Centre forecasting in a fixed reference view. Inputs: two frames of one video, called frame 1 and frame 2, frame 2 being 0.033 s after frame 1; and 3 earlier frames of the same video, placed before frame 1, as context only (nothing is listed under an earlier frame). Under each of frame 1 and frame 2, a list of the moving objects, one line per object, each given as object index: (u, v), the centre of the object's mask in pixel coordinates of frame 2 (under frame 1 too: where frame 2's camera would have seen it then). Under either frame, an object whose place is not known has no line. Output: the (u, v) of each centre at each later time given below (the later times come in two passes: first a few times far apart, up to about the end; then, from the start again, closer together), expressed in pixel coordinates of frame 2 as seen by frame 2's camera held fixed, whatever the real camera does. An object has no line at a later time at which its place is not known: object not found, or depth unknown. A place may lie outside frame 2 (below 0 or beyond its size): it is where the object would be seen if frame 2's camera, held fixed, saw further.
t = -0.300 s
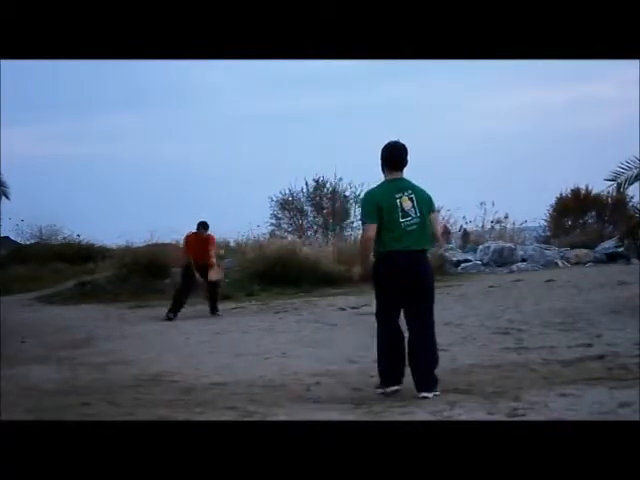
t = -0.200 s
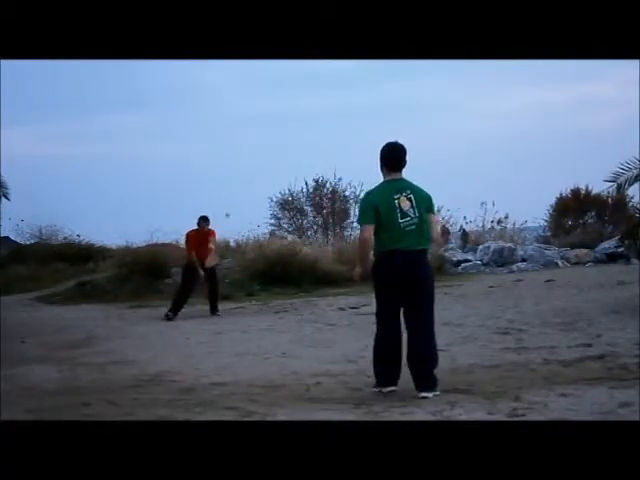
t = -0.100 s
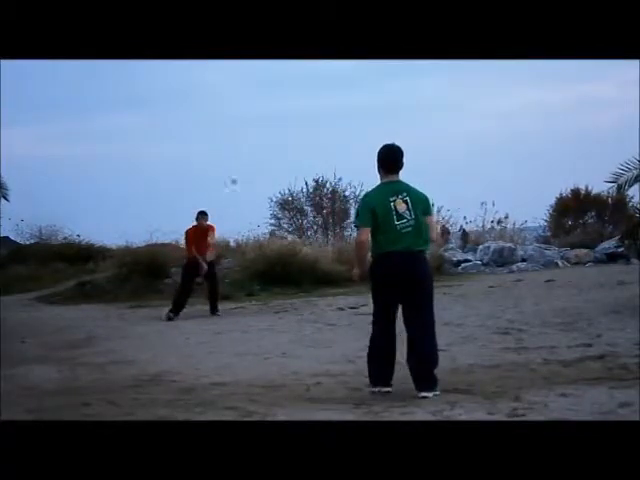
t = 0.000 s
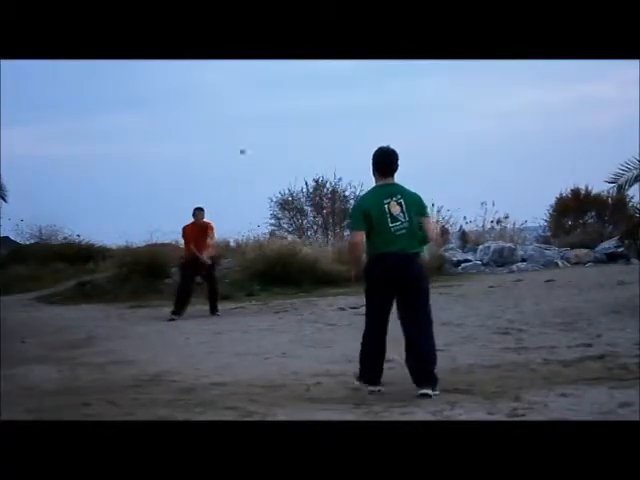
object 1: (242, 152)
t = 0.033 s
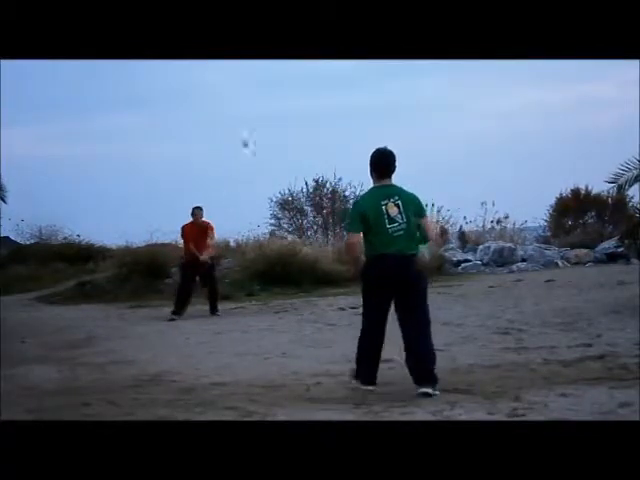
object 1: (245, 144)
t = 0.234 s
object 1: (268, 109)
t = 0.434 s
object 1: (301, 110)
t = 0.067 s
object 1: (247, 136)
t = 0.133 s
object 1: (256, 122)
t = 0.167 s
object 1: (259, 117)
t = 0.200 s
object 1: (263, 114)
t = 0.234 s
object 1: (268, 109)
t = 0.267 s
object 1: (274, 104)
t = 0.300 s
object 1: (277, 105)
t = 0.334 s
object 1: (283, 104)
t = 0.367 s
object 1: (289, 105)
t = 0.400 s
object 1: (295, 107)
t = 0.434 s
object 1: (301, 110)
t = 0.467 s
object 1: (308, 116)
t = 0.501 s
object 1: (315, 122)
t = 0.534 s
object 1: (323, 131)
